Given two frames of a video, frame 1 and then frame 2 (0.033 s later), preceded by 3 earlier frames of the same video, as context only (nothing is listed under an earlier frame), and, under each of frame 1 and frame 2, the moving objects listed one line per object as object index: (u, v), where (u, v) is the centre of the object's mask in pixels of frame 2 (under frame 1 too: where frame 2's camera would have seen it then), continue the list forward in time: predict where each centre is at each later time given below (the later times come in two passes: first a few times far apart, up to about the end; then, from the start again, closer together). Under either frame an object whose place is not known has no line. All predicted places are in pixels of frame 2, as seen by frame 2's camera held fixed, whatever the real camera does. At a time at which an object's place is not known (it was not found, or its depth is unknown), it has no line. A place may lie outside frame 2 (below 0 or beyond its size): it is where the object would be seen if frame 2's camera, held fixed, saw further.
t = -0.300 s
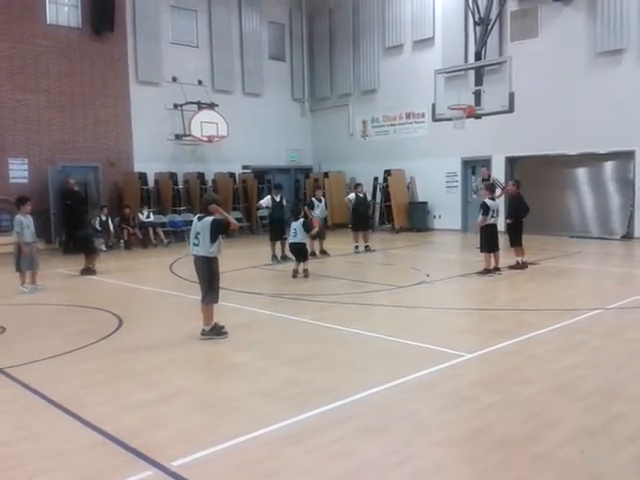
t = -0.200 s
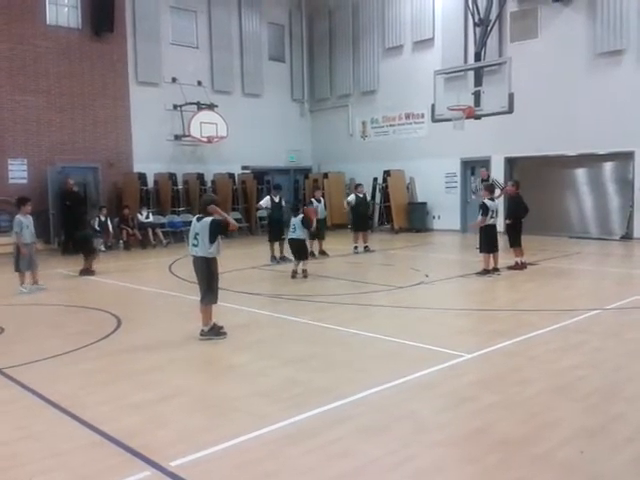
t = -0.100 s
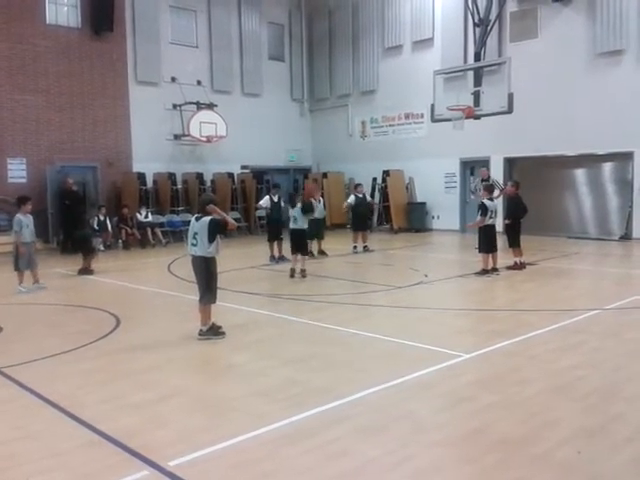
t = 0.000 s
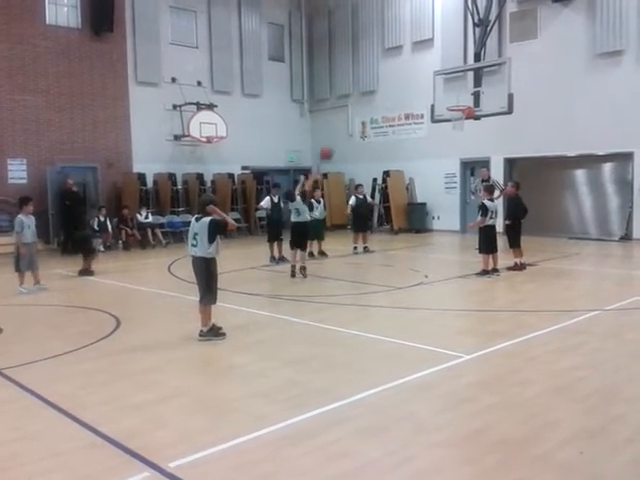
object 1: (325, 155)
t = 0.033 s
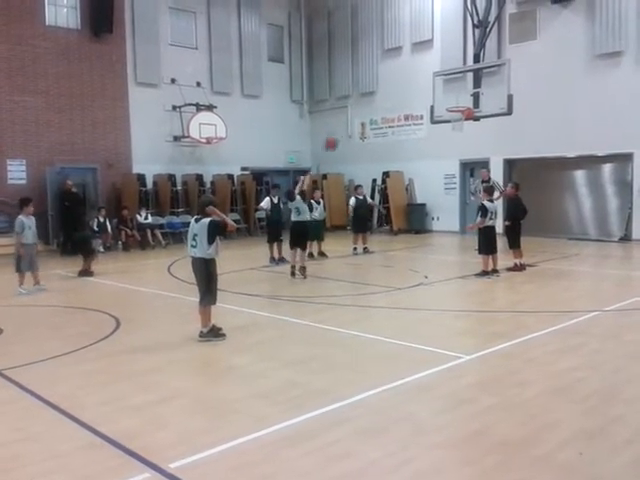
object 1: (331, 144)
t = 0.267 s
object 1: (365, 85)
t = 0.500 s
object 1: (397, 59)
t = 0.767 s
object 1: (430, 65)
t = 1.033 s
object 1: (459, 106)
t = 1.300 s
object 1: (453, 88)
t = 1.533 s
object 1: (449, 95)
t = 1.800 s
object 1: (448, 101)
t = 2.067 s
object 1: (448, 109)
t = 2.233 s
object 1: (448, 131)
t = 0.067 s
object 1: (336, 134)
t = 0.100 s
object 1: (341, 124)
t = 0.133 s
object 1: (346, 114)
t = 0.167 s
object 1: (351, 104)
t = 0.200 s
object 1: (356, 98)
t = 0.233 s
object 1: (360, 92)
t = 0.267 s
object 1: (365, 85)
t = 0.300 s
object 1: (370, 79)
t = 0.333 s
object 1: (374, 74)
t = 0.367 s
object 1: (379, 69)
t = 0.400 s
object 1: (384, 66)
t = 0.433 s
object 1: (389, 63)
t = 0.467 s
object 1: (393, 60)
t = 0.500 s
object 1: (397, 59)
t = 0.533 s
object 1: (401, 57)
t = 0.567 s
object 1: (406, 56)
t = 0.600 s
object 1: (410, 57)
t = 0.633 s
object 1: (414, 57)
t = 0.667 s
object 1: (418, 58)
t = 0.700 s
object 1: (422, 60)
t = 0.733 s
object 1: (426, 62)
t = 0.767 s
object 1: (430, 65)
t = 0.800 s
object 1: (434, 68)
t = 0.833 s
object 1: (438, 72)
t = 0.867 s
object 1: (441, 76)
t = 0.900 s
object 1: (444, 81)
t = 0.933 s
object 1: (448, 86)
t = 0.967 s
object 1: (451, 91)
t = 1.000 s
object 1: (455, 97)
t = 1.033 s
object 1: (459, 106)
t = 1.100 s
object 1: (457, 101)
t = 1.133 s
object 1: (456, 98)
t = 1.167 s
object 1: (455, 95)
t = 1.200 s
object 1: (455, 92)
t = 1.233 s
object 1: (454, 90)
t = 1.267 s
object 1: (454, 89)
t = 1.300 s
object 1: (453, 88)
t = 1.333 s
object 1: (453, 88)
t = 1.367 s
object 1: (452, 87)
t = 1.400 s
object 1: (451, 88)
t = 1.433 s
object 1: (450, 89)
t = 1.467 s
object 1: (450, 90)
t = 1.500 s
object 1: (449, 93)
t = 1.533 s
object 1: (449, 95)
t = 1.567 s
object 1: (448, 98)
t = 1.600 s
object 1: (448, 101)
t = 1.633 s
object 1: (448, 102)
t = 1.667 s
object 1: (448, 101)
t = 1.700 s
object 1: (448, 100)
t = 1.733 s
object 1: (448, 100)
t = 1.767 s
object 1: (448, 100)
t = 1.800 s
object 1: (448, 101)
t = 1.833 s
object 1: (448, 102)
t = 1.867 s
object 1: (448, 102)
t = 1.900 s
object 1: (448, 102)
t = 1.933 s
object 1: (448, 102)
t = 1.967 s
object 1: (448, 103)
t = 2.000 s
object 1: (448, 105)
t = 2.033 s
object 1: (448, 107)
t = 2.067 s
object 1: (448, 109)
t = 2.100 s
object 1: (448, 113)
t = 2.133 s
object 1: (448, 116)
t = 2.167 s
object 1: (448, 121)
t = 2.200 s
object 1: (448, 126)
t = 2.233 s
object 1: (448, 131)
